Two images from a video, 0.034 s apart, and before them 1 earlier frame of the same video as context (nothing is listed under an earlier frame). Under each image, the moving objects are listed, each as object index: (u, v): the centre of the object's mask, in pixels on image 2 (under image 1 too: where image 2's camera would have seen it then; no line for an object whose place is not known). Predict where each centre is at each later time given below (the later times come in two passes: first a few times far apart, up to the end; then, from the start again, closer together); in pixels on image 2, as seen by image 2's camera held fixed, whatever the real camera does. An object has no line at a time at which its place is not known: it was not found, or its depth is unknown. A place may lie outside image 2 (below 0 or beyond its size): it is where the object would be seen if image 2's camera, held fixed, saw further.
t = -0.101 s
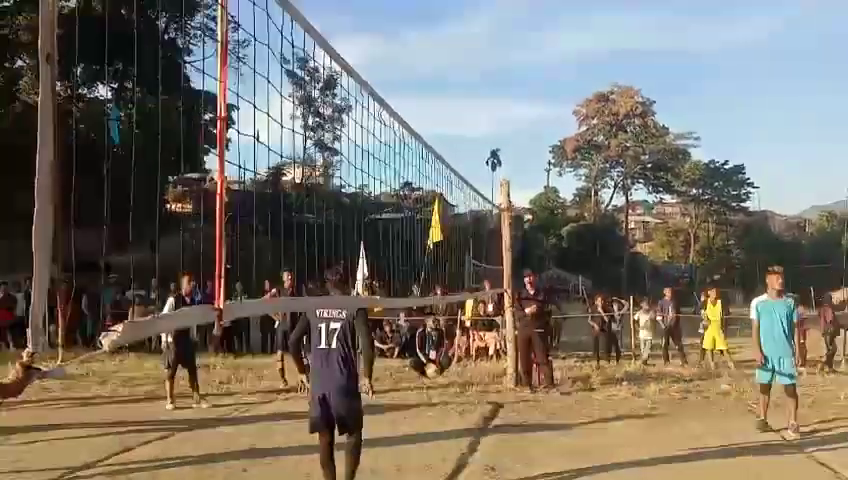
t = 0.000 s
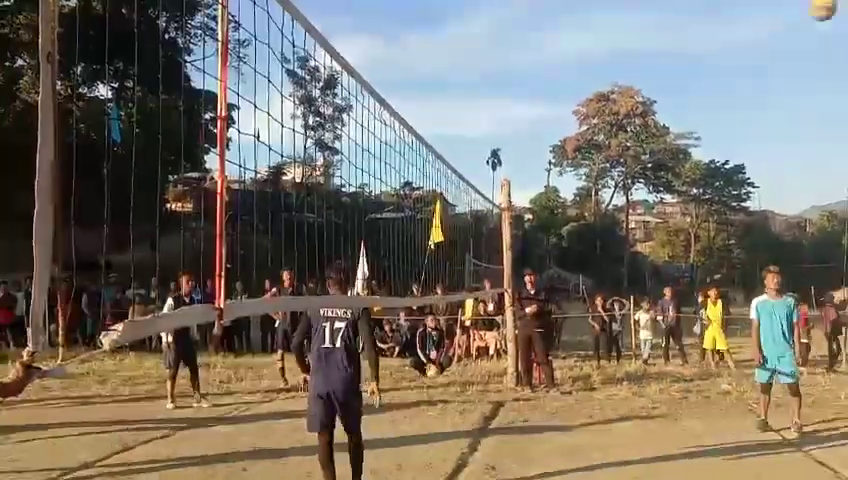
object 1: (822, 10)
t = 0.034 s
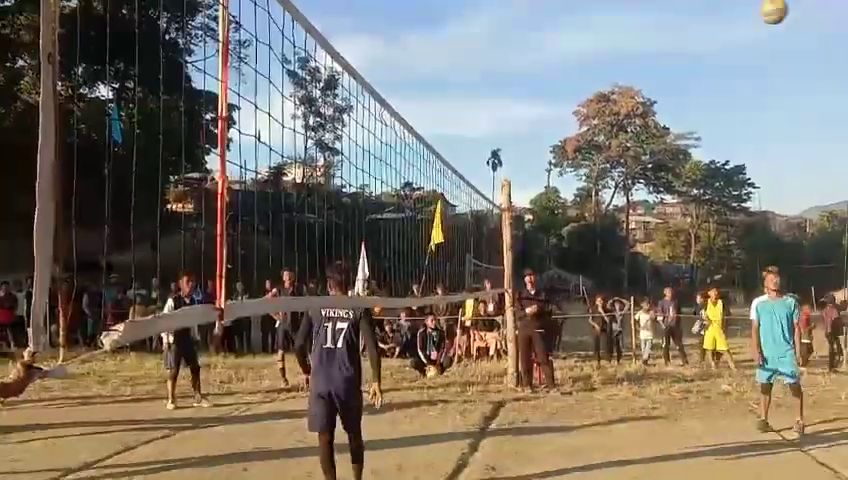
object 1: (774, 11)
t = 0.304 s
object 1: (428, 78)
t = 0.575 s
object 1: (155, 196)
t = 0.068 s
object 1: (726, 16)
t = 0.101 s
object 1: (679, 21)
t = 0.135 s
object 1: (634, 27)
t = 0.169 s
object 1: (590, 36)
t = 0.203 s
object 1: (548, 45)
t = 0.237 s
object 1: (507, 55)
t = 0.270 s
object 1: (467, 66)
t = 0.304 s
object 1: (428, 78)
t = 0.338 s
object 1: (392, 90)
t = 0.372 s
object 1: (355, 103)
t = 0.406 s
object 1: (319, 117)
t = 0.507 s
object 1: (214, 166)
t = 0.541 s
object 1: (188, 178)
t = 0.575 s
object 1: (155, 196)
